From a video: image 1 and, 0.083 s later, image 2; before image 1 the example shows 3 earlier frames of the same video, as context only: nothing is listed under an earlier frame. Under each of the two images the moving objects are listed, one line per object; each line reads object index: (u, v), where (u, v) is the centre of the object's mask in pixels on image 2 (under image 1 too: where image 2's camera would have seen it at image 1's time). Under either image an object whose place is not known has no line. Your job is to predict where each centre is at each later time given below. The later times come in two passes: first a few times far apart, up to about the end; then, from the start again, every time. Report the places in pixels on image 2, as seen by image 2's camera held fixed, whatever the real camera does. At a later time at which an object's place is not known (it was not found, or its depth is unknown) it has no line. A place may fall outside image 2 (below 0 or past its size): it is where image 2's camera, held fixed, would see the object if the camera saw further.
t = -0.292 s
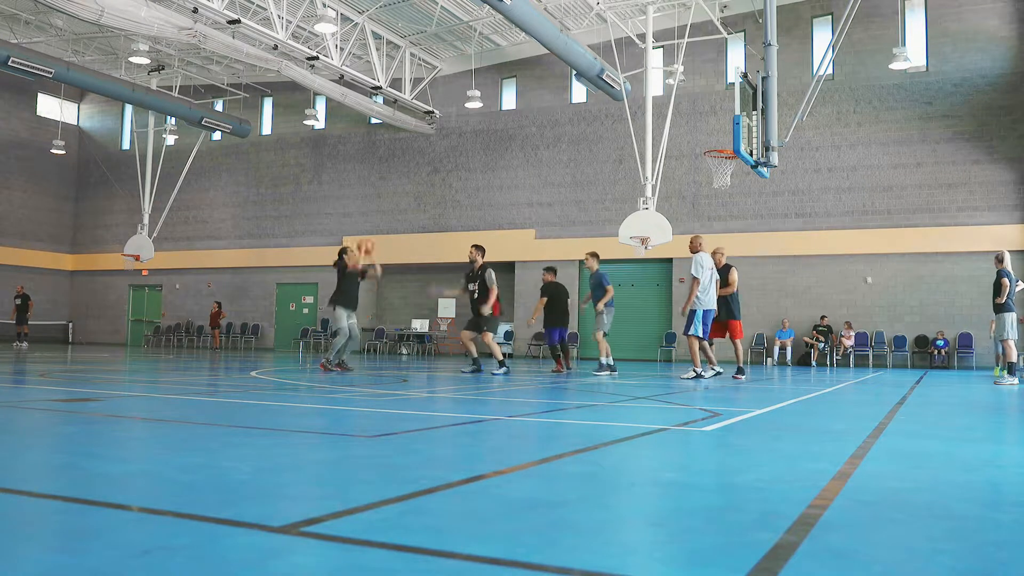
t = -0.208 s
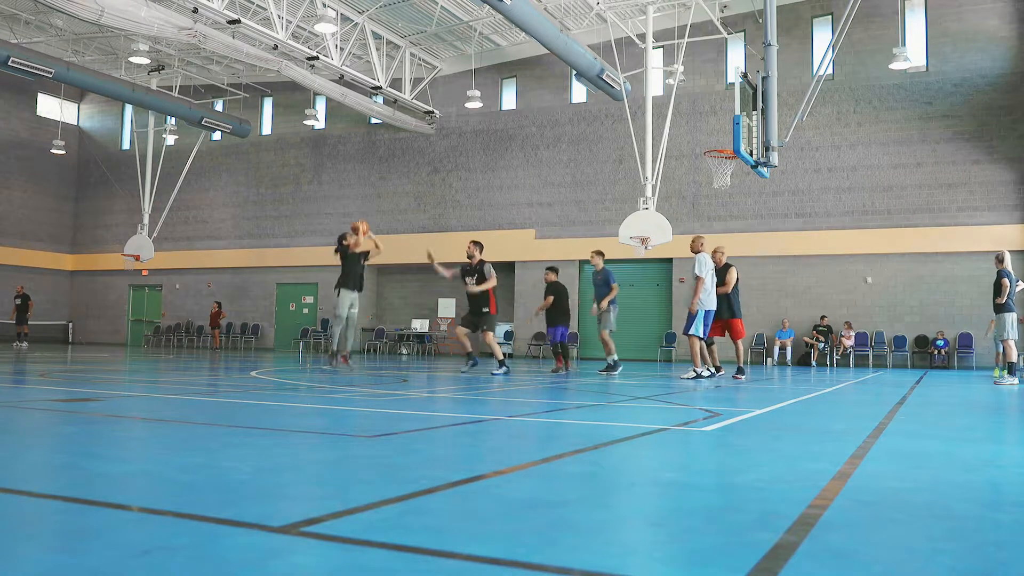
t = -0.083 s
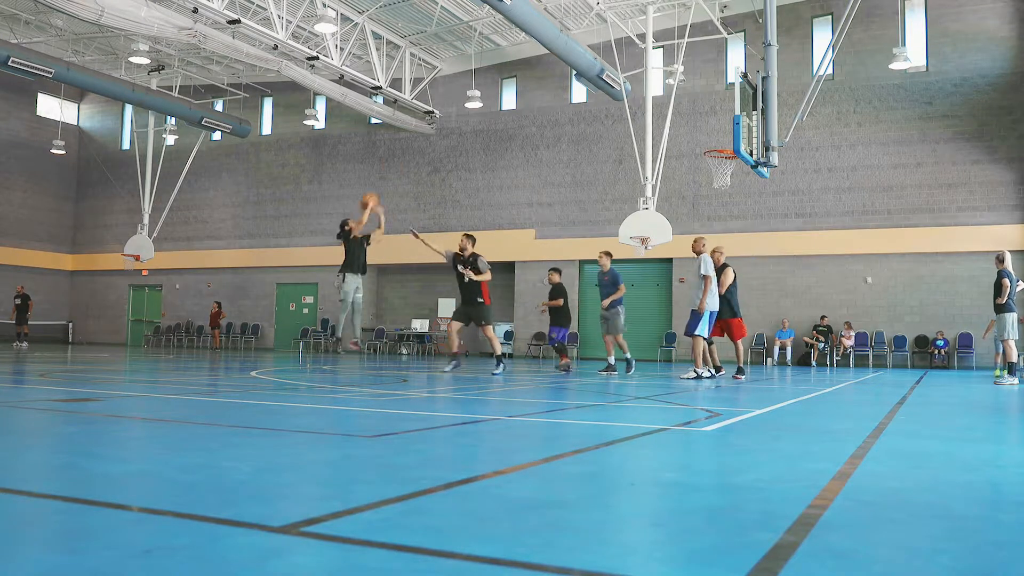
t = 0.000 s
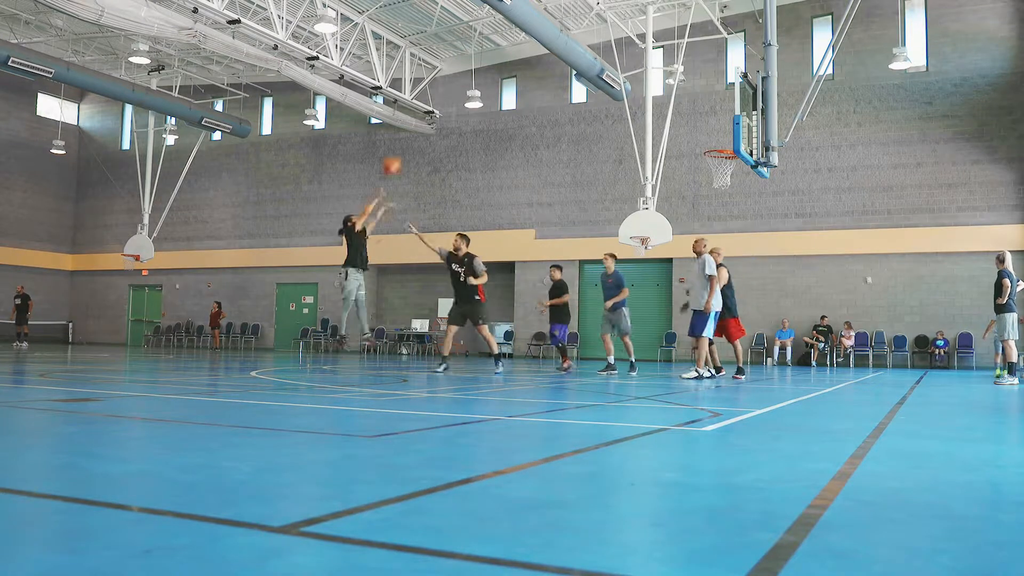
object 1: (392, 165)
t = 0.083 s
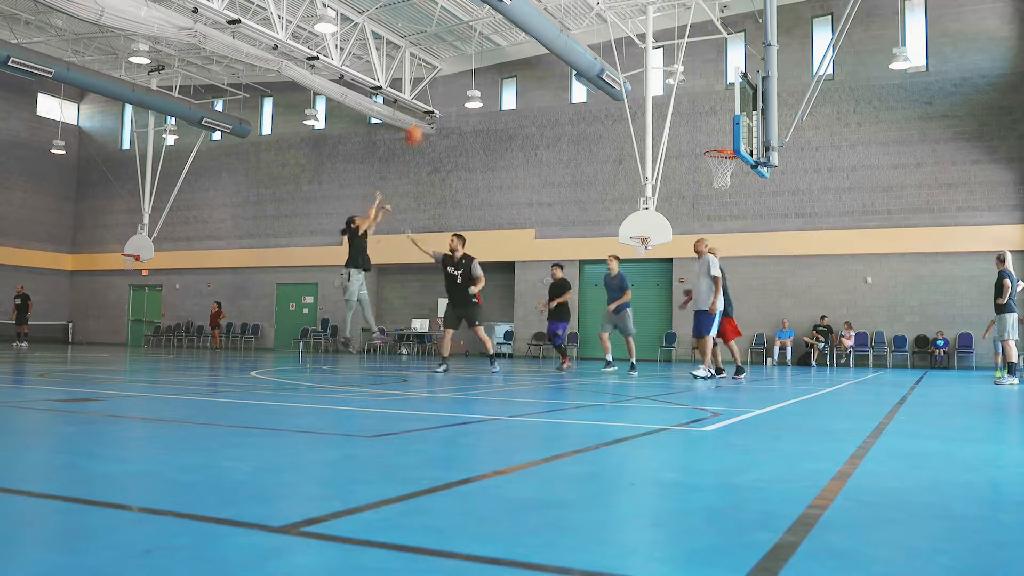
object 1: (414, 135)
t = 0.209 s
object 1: (448, 95)
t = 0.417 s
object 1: (501, 56)
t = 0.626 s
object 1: (554, 45)
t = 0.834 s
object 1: (606, 66)
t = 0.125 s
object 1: (426, 119)
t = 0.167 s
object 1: (435, 106)
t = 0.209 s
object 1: (448, 95)
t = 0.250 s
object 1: (459, 85)
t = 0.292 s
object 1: (469, 76)
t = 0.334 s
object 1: (481, 68)
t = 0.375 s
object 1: (491, 62)
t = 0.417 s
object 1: (501, 56)
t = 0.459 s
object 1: (512, 51)
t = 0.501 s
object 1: (522, 49)
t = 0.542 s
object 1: (534, 47)
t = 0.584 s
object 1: (545, 46)
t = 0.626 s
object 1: (554, 45)
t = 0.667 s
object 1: (565, 48)
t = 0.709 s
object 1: (576, 51)
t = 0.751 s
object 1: (586, 55)
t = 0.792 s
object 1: (597, 60)
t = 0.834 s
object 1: (606, 66)
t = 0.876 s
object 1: (618, 74)
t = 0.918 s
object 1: (630, 84)
